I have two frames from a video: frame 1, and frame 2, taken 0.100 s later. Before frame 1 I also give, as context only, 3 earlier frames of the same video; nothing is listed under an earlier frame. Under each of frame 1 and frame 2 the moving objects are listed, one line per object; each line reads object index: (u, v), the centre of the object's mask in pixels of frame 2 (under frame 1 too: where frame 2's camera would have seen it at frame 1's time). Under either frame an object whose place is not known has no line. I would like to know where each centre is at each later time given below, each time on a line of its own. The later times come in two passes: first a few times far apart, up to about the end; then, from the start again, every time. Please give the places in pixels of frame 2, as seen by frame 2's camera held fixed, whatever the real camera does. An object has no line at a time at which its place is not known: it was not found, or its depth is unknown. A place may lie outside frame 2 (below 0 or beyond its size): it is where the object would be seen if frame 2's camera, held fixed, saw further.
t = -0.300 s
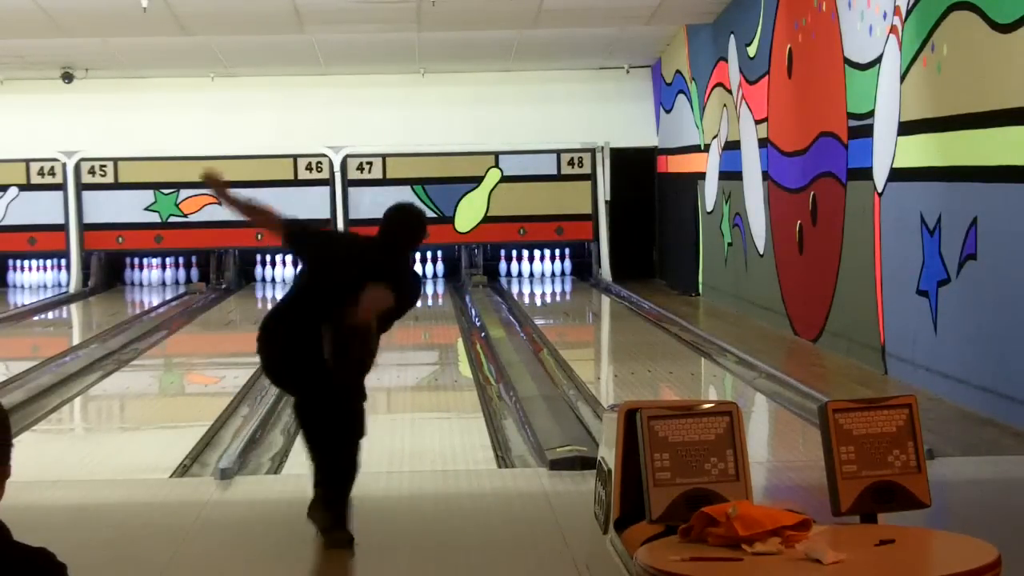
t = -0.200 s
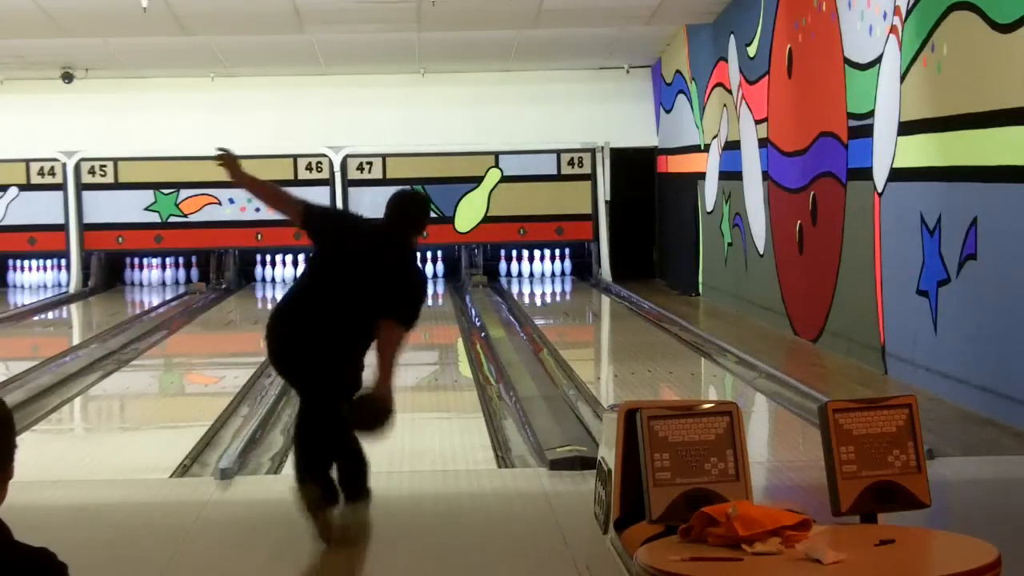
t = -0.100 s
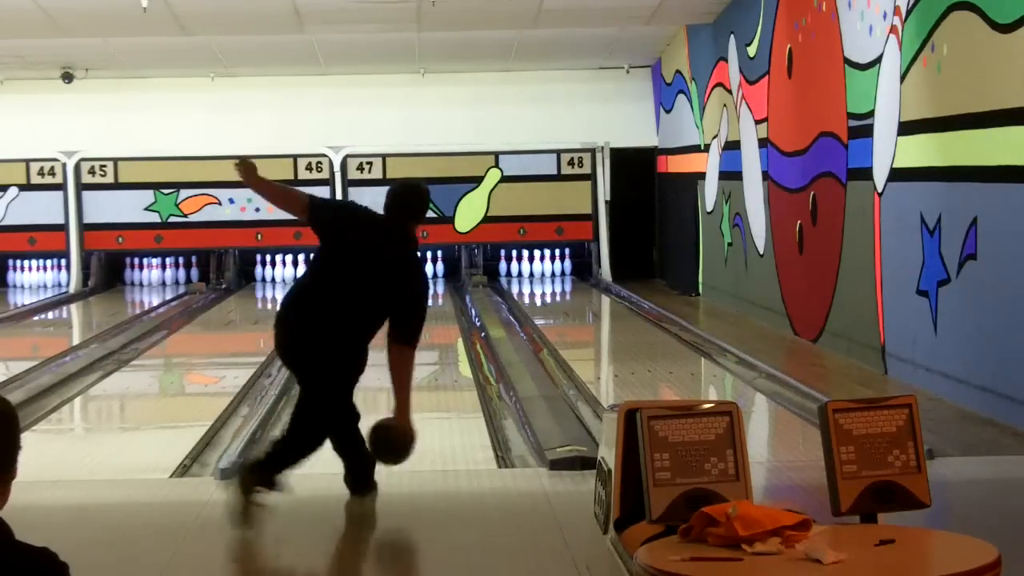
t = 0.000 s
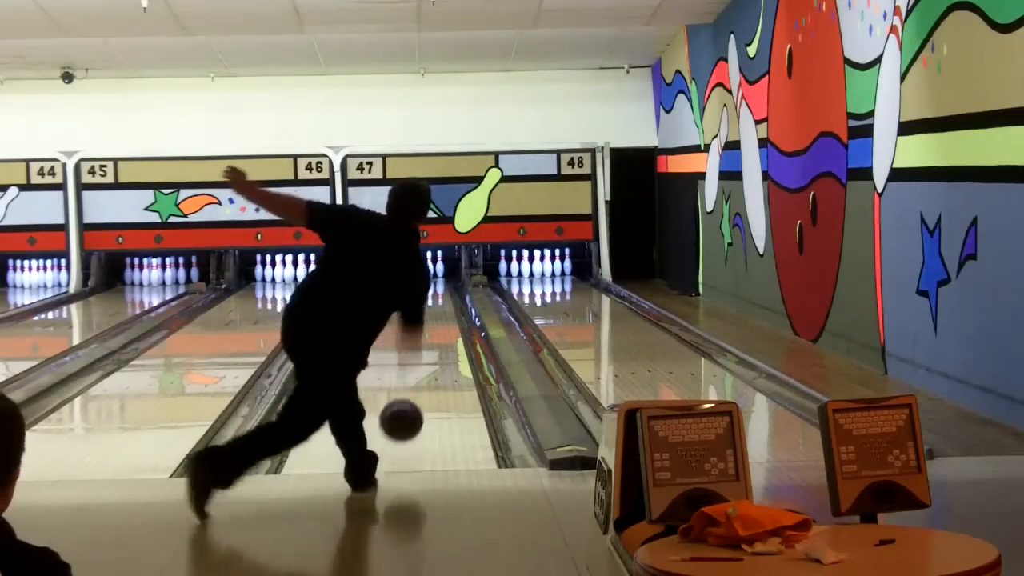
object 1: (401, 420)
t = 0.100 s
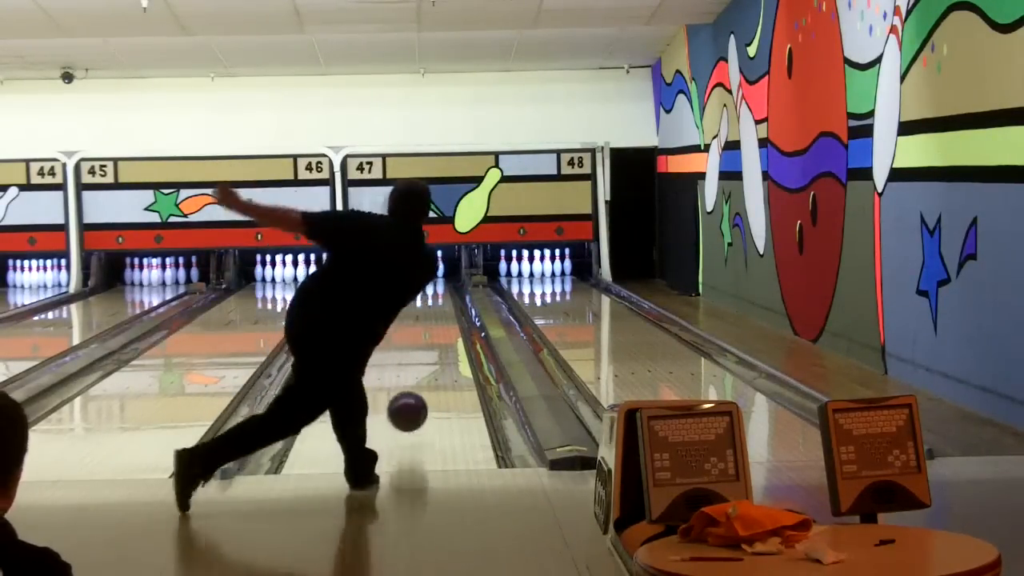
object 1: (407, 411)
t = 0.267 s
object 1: (415, 396)
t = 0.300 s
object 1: (417, 391)
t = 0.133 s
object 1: (409, 412)
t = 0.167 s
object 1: (411, 413)
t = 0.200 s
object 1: (413, 405)
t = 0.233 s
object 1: (414, 401)
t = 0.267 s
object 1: (415, 396)
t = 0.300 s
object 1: (417, 391)
